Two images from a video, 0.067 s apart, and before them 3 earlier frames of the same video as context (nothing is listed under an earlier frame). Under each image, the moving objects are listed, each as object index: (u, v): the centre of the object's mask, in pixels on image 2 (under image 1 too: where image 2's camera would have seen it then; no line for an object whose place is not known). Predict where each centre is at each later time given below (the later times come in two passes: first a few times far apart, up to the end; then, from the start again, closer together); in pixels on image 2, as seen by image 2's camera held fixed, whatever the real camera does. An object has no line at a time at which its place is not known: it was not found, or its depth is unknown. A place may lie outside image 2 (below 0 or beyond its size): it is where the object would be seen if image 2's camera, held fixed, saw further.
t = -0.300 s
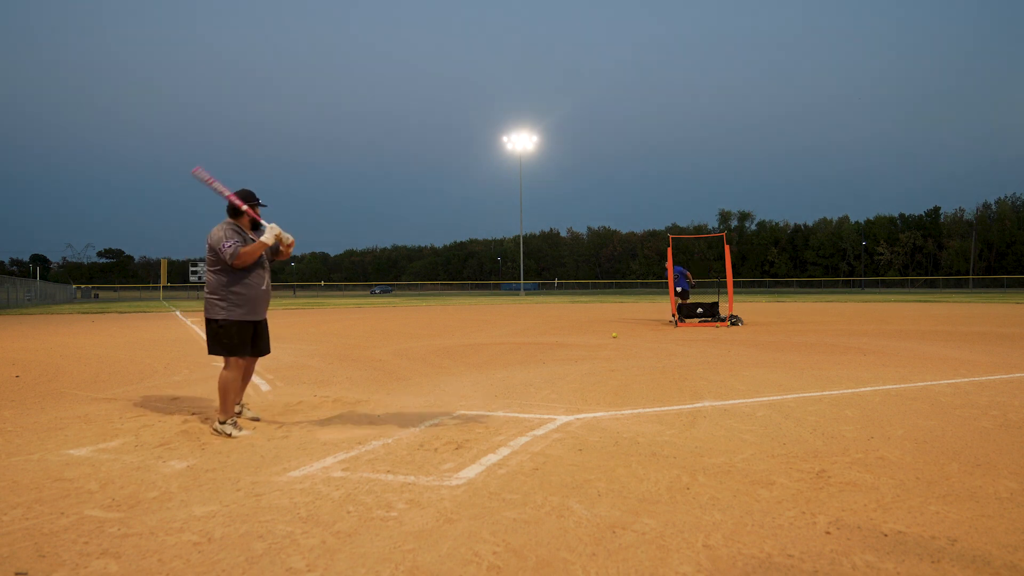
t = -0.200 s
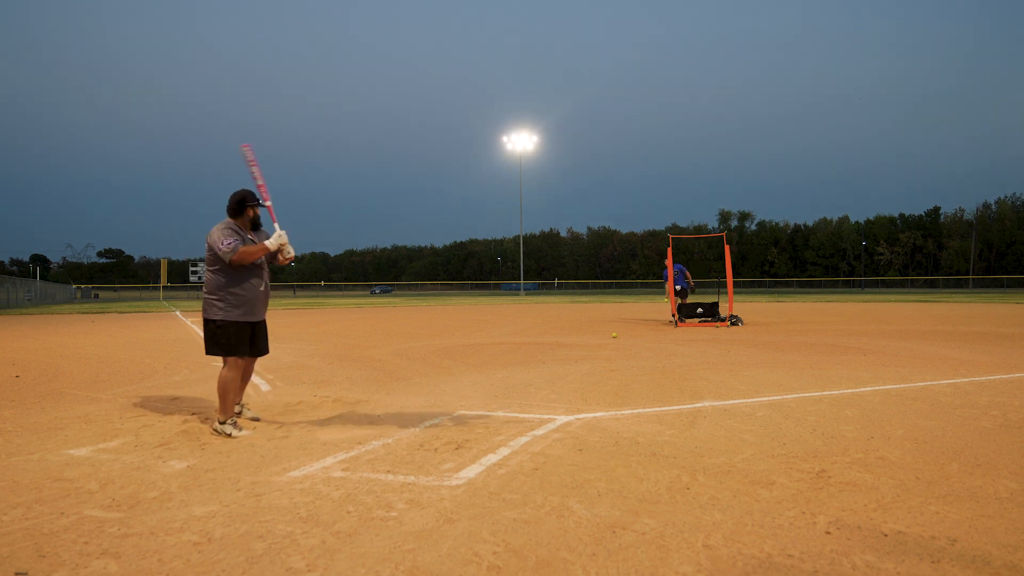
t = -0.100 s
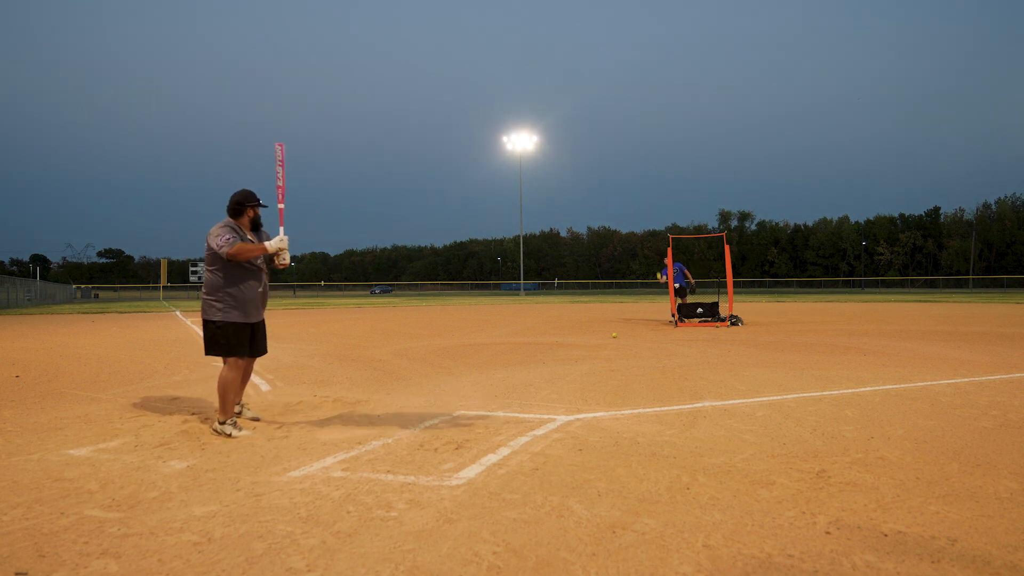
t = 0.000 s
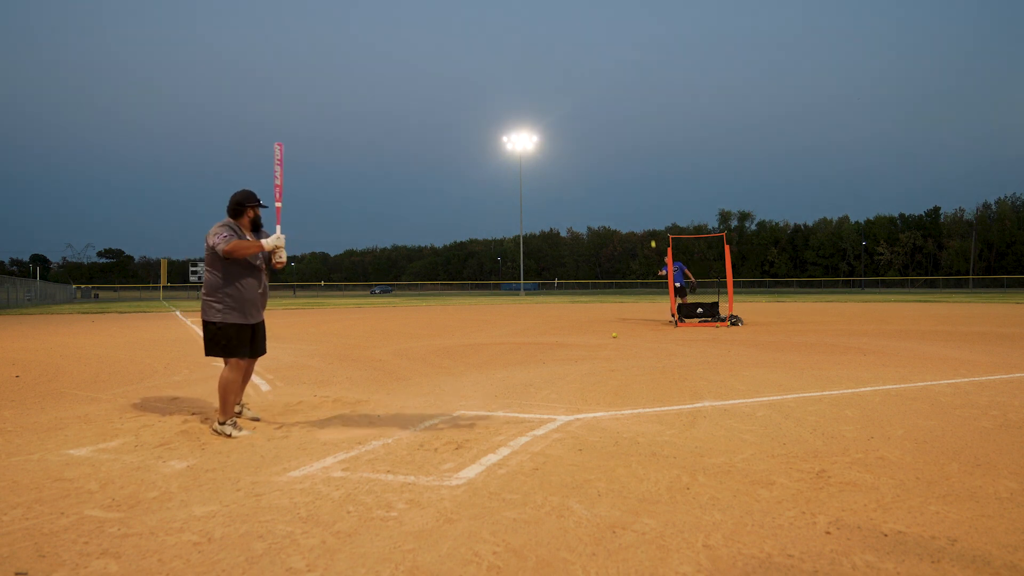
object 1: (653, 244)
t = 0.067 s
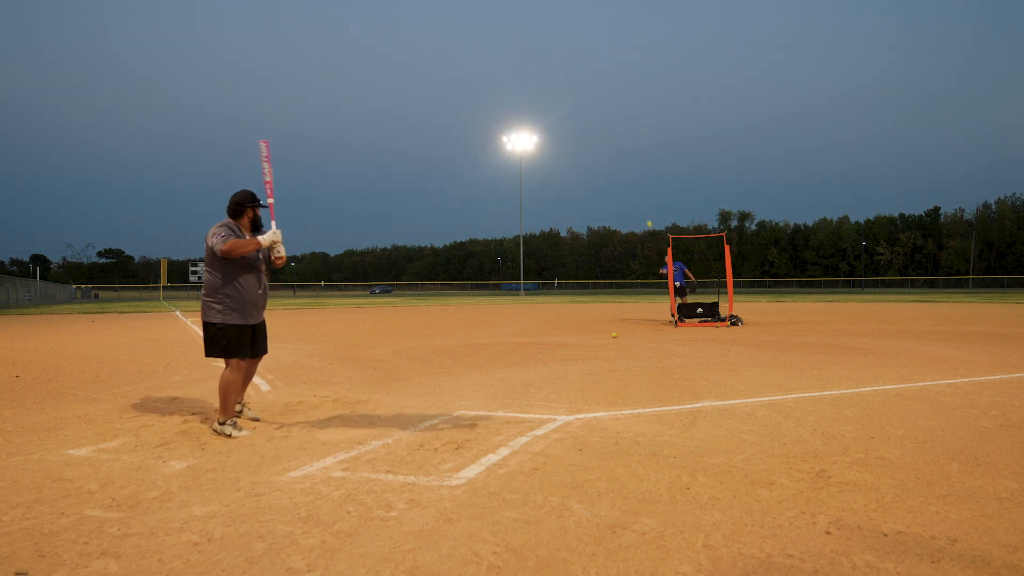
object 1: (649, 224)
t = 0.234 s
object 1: (637, 176)
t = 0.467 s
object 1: (621, 122)
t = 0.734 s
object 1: (596, 82)
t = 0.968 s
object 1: (565, 78)
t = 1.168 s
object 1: (528, 115)
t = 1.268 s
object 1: (503, 157)
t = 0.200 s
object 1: (641, 185)
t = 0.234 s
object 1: (637, 176)
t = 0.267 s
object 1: (636, 168)
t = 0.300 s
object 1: (634, 159)
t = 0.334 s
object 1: (632, 151)
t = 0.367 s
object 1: (629, 144)
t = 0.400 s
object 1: (627, 136)
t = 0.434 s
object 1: (624, 129)
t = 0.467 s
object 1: (621, 122)
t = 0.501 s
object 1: (618, 115)
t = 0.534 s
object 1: (616, 109)
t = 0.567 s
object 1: (613, 104)
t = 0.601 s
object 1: (610, 98)
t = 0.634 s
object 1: (606, 94)
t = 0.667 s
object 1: (603, 89)
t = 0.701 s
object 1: (599, 85)
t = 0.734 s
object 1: (596, 82)
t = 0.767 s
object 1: (592, 79)
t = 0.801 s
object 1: (588, 77)
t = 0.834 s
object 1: (584, 76)
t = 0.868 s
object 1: (580, 75)
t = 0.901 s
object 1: (575, 75)
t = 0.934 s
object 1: (570, 76)
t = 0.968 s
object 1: (565, 78)
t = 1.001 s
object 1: (560, 81)
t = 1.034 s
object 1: (554, 86)
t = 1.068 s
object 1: (548, 91)
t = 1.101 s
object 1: (542, 97)
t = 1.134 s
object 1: (535, 105)
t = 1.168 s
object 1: (528, 115)
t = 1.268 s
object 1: (503, 157)
